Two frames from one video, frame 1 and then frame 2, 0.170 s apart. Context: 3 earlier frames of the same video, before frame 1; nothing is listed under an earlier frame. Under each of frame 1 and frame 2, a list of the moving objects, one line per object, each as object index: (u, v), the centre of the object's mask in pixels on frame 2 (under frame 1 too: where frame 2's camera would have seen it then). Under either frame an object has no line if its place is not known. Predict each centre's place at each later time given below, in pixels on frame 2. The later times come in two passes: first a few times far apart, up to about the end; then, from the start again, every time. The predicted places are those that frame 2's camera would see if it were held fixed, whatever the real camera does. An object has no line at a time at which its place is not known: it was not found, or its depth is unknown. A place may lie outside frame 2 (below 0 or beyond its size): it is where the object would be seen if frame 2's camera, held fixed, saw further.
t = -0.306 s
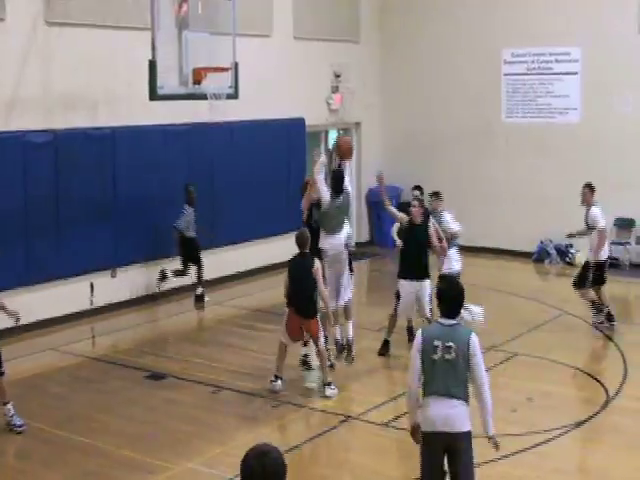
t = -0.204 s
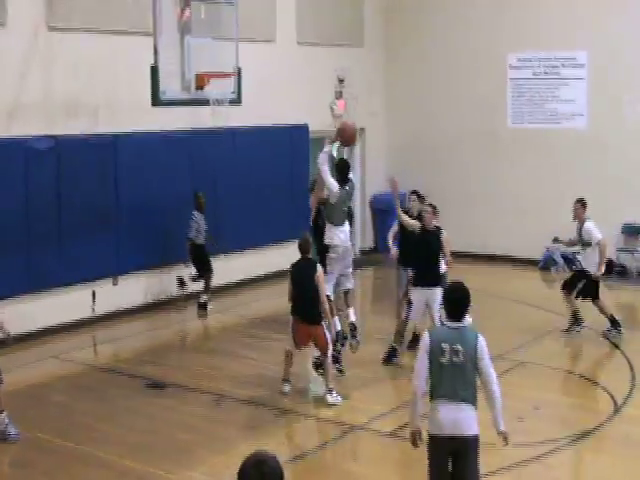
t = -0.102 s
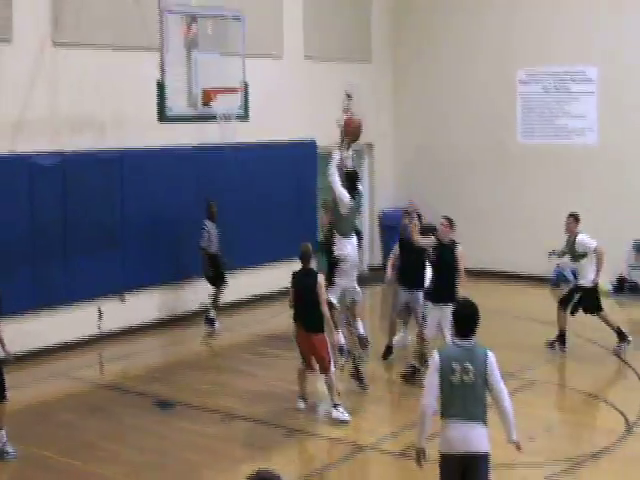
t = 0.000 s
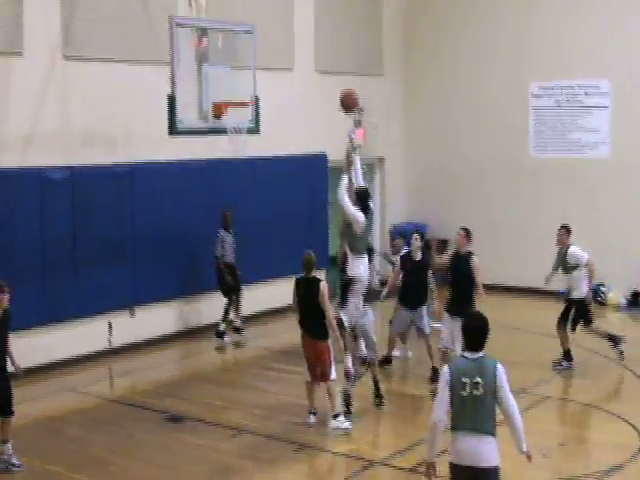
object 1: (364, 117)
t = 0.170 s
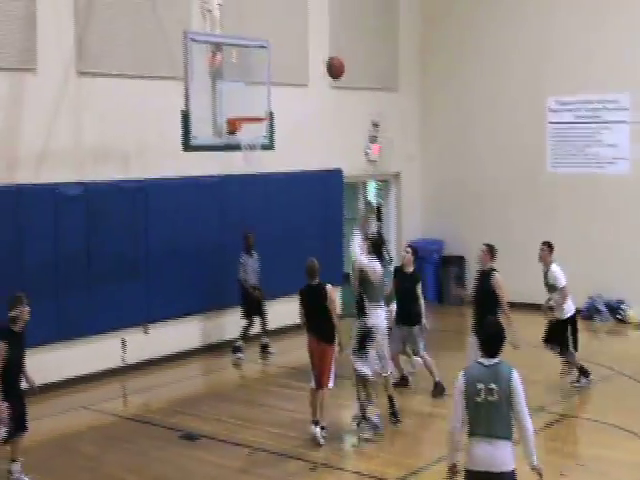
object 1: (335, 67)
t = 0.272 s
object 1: (319, 52)
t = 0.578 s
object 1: (276, 67)
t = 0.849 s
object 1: (246, 117)
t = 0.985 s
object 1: (255, 113)
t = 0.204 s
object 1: (329, 61)
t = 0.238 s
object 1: (324, 56)
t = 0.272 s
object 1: (319, 52)
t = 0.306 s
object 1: (314, 49)
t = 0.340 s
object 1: (310, 48)
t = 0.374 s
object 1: (305, 47)
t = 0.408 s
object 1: (300, 48)
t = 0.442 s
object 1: (295, 50)
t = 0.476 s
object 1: (290, 53)
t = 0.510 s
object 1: (286, 56)
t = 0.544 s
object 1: (281, 62)
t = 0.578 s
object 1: (276, 67)
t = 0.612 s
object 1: (272, 73)
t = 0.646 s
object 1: (268, 81)
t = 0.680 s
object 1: (264, 89)
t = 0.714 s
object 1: (260, 98)
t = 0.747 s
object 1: (256, 106)
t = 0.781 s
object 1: (252, 114)
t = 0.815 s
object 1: (248, 115)
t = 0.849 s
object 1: (246, 117)
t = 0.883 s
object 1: (251, 115)
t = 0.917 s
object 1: (258, 115)
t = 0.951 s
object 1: (258, 114)
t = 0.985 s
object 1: (255, 113)
